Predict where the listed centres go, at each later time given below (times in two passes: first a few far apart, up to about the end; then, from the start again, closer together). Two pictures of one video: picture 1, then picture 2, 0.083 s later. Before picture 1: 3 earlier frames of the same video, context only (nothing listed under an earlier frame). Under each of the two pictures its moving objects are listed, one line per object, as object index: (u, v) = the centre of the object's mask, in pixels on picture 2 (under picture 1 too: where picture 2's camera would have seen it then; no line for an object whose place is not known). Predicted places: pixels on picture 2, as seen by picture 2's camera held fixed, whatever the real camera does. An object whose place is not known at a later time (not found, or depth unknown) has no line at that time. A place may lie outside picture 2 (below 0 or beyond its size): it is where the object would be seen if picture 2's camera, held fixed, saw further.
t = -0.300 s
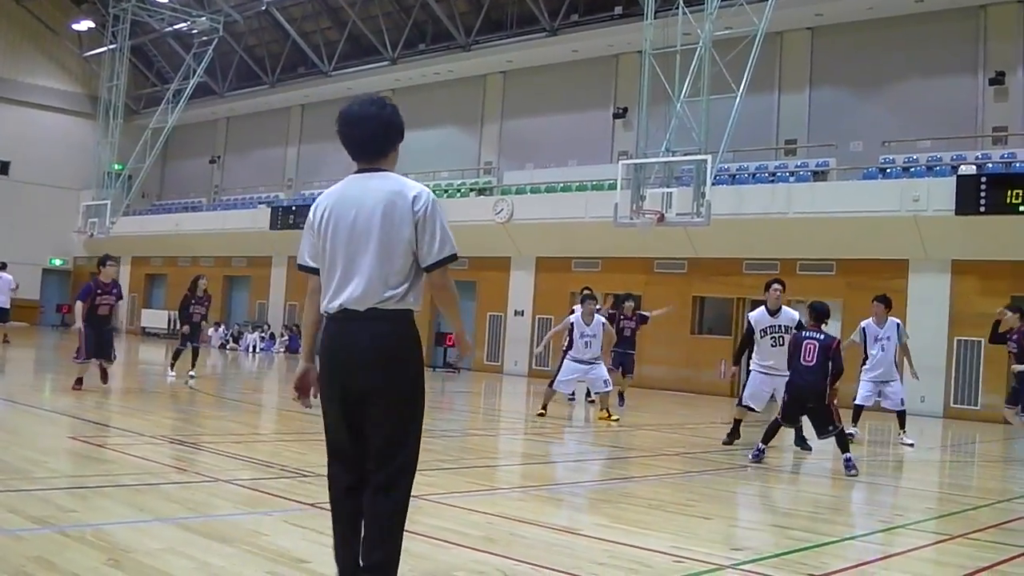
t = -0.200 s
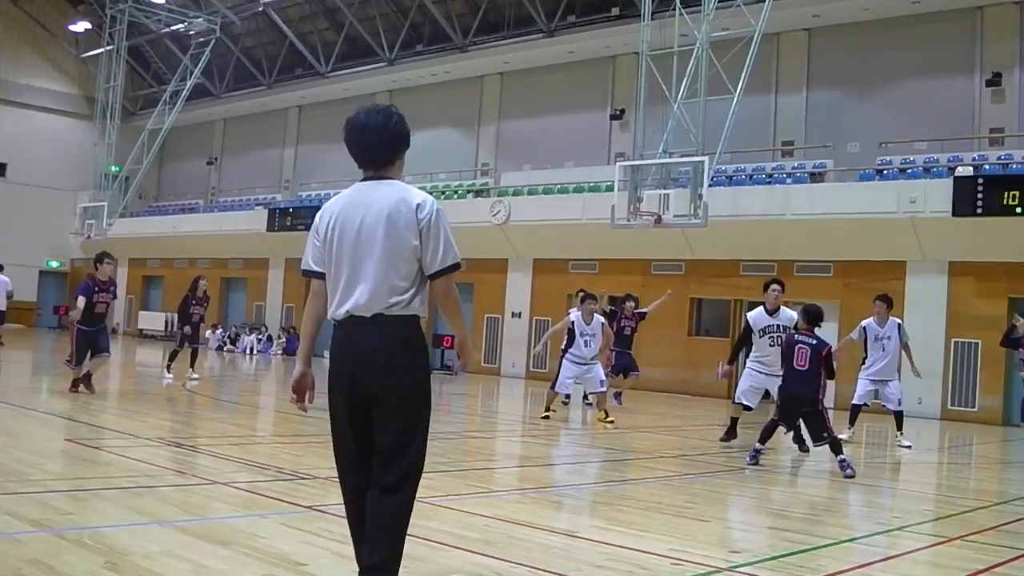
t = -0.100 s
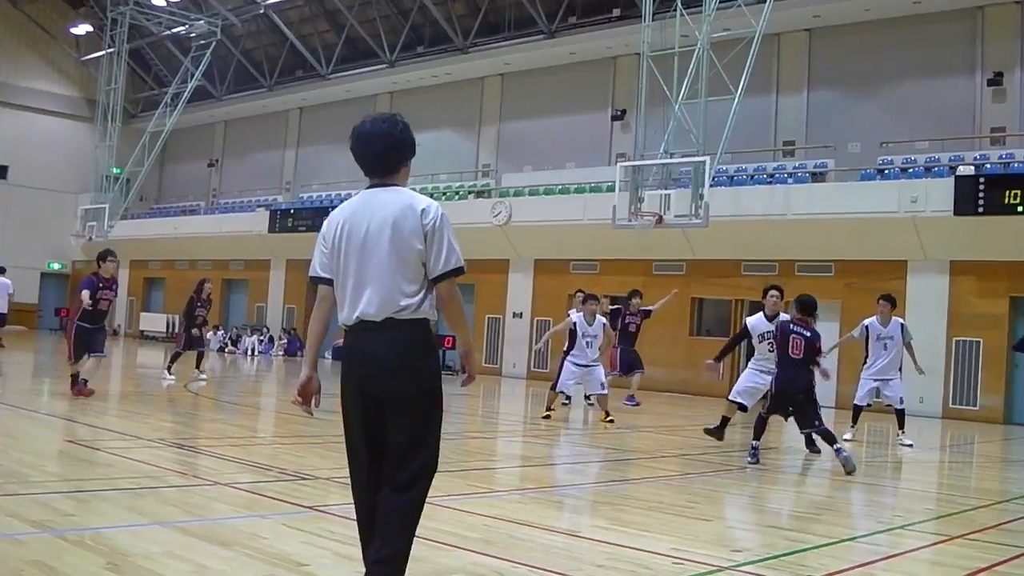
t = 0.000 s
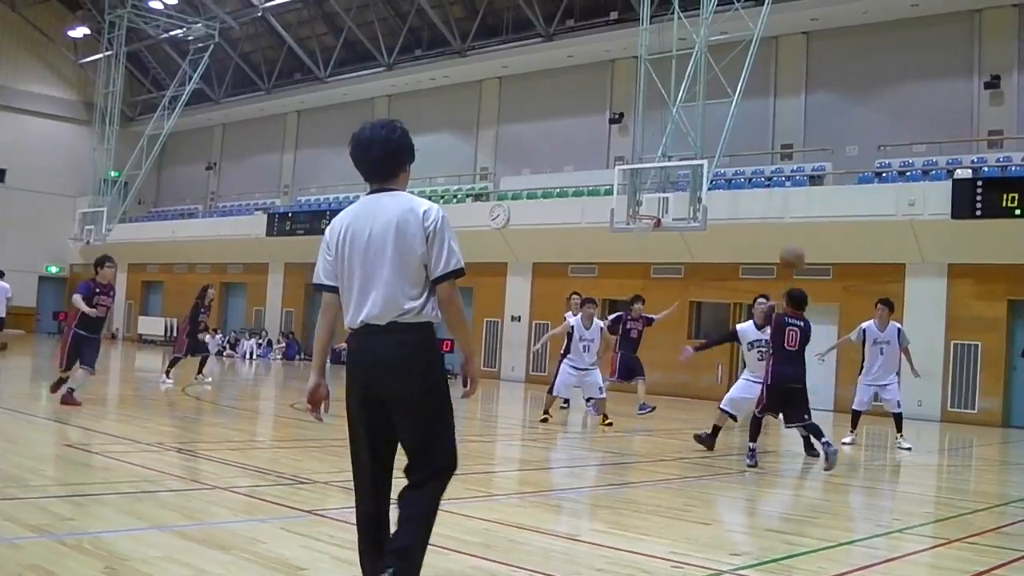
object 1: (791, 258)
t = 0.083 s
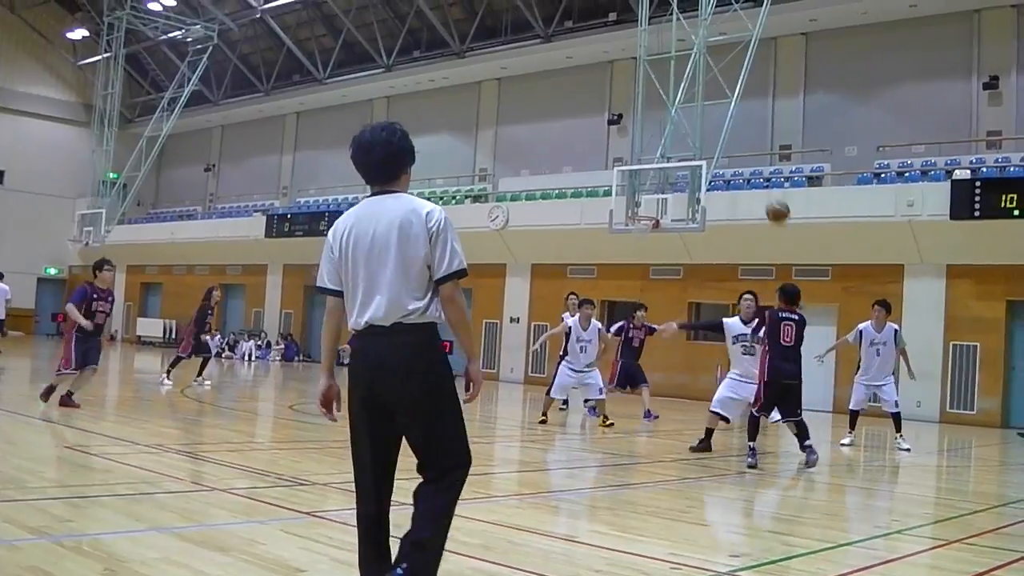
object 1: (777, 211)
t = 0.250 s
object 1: (754, 145)
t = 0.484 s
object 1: (722, 101)
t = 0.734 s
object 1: (693, 108)
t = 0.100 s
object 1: (775, 204)
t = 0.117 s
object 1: (773, 196)
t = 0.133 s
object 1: (771, 188)
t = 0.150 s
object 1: (768, 180)
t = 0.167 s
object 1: (766, 175)
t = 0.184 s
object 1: (763, 169)
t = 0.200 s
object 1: (760, 161)
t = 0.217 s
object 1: (759, 155)
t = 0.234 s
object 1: (756, 150)
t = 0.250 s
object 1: (754, 145)
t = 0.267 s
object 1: (751, 139)
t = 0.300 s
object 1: (747, 131)
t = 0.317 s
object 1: (744, 127)
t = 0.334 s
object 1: (742, 123)
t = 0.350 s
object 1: (740, 119)
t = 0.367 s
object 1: (737, 116)
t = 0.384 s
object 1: (735, 114)
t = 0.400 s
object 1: (734, 111)
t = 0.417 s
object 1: (731, 109)
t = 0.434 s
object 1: (729, 107)
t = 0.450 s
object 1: (727, 105)
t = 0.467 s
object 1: (725, 103)
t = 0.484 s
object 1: (722, 101)
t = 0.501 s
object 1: (721, 100)
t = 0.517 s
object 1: (719, 99)
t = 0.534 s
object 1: (717, 99)
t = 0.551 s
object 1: (715, 98)
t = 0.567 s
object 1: (713, 98)
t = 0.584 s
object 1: (710, 98)
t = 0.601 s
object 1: (709, 98)
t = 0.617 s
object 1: (706, 99)
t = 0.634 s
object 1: (704, 100)
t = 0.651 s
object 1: (702, 100)
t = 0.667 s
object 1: (700, 101)
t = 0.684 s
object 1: (698, 102)
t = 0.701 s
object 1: (696, 105)
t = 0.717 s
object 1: (695, 106)
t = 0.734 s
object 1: (693, 108)
